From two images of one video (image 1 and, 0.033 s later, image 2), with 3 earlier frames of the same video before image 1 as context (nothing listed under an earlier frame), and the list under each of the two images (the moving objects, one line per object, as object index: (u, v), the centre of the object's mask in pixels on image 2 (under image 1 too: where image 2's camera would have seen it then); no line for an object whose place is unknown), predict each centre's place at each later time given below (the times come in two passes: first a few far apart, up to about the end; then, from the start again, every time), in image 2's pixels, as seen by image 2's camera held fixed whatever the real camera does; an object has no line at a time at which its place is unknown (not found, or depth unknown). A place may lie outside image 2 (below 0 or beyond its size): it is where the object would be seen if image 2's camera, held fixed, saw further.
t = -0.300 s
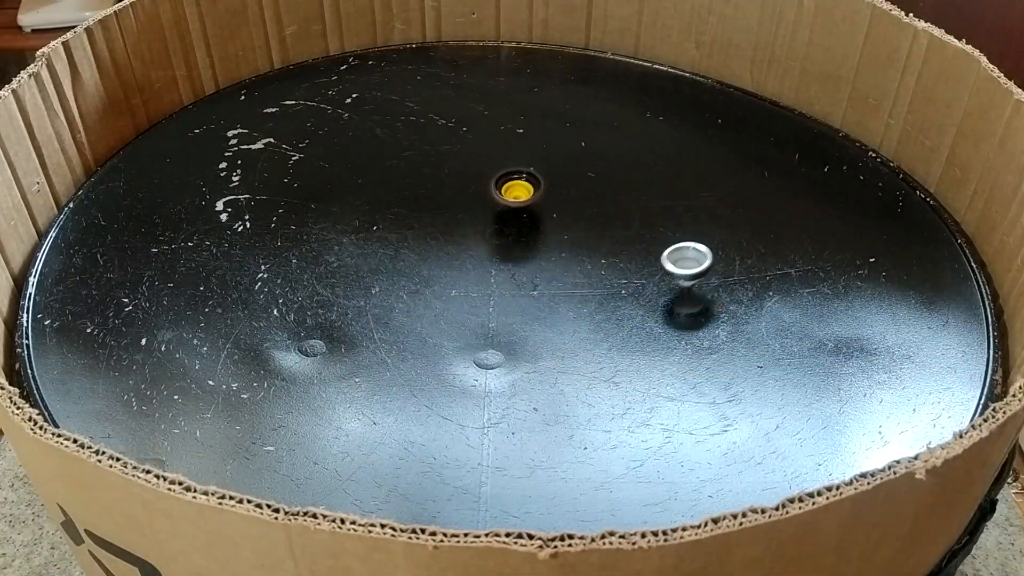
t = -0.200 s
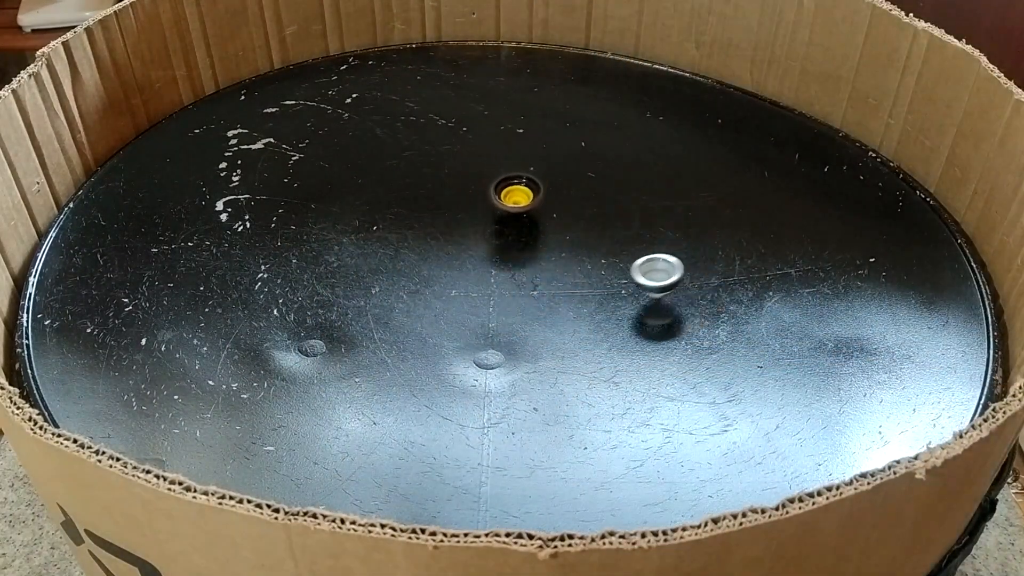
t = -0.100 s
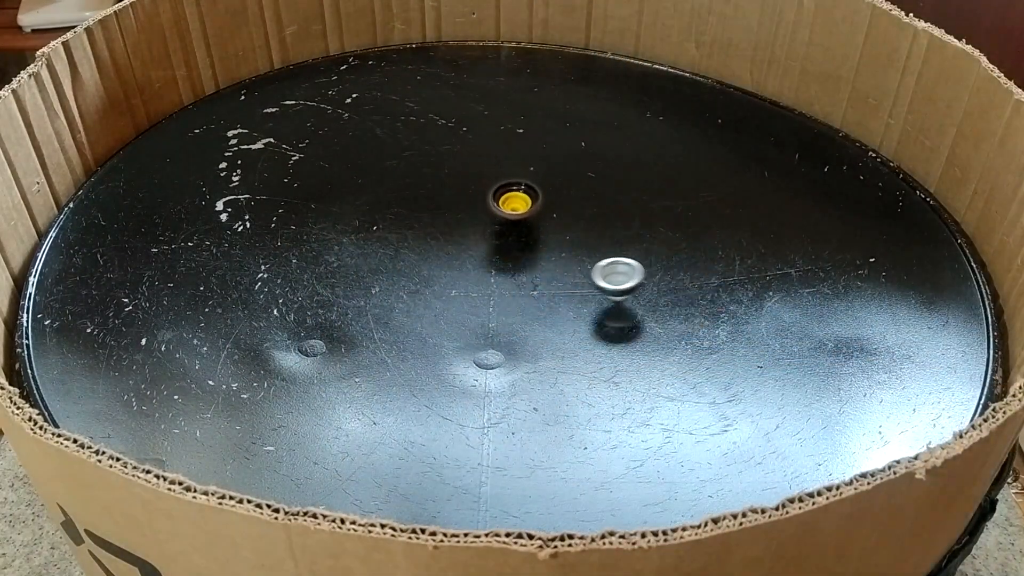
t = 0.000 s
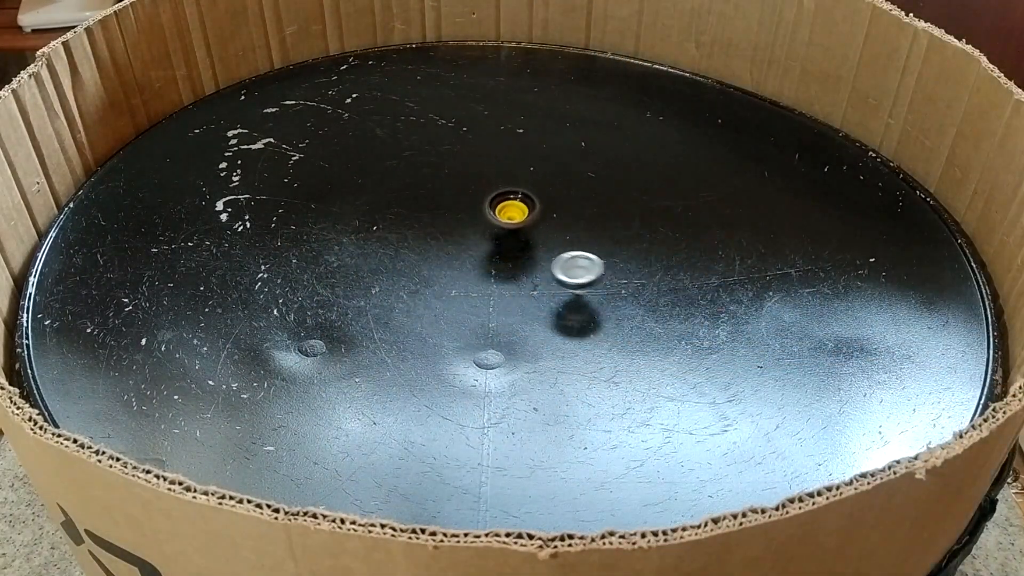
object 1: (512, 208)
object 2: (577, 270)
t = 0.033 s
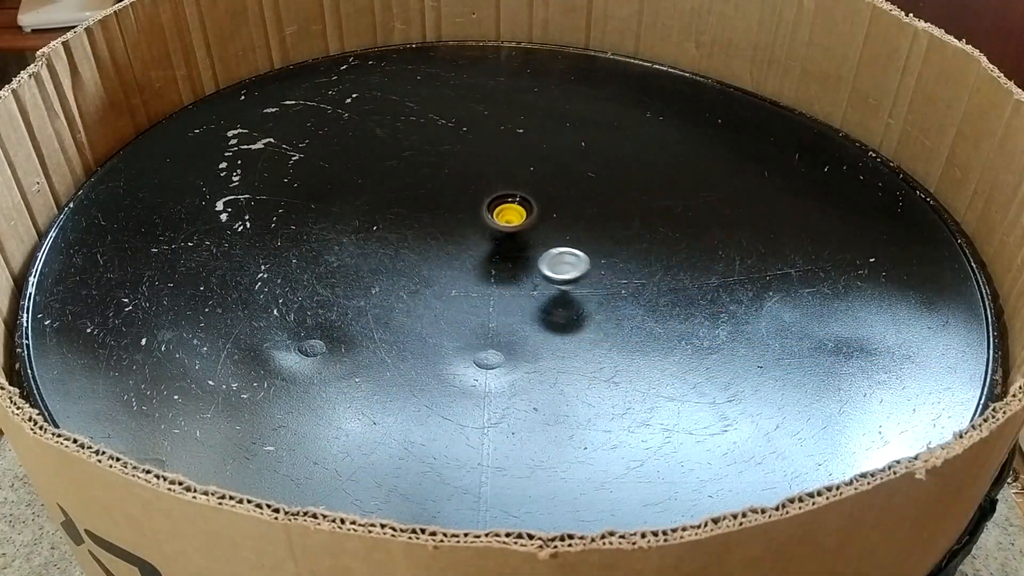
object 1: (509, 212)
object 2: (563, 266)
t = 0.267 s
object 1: (467, 197)
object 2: (533, 256)
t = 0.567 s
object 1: (450, 197)
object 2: (501, 242)
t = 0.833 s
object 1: (417, 203)
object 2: (516, 220)
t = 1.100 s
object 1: (400, 210)
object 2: (552, 242)
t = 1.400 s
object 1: (396, 225)
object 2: (521, 277)
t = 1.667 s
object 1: (398, 244)
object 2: (456, 274)
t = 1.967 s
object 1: (288, 236)
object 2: (553, 278)
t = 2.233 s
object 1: (301, 243)
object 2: (585, 310)
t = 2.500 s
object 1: (333, 256)
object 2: (544, 327)
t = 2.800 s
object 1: (371, 274)
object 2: (494, 291)
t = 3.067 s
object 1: (406, 290)
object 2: (514, 239)
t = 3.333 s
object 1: (445, 301)
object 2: (574, 211)
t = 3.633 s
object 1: (490, 306)
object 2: (627, 224)
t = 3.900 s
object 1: (527, 303)
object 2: (597, 262)
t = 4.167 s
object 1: (521, 337)
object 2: (545, 225)
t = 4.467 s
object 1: (523, 329)
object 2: (549, 185)
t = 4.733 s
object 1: (525, 311)
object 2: (566, 180)
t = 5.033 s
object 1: (526, 283)
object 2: (546, 215)
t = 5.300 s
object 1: (524, 259)
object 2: (468, 242)
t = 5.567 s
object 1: (518, 238)
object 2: (394, 240)
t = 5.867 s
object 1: (501, 222)
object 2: (366, 223)
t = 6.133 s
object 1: (491, 211)
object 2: (389, 228)
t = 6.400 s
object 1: (477, 207)
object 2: (424, 263)
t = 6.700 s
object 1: (468, 209)
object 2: (422, 308)
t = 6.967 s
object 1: (463, 217)
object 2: (397, 327)
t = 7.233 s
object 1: (457, 233)
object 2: (402, 304)
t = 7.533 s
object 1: (450, 249)
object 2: (482, 291)
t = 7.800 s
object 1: (455, 261)
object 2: (533, 302)
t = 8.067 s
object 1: (462, 274)
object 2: (556, 296)
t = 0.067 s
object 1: (507, 214)
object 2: (551, 262)
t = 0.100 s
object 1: (506, 216)
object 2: (540, 256)
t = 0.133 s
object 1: (504, 217)
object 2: (530, 250)
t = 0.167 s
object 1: (496, 212)
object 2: (530, 251)
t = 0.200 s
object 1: (484, 205)
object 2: (534, 254)
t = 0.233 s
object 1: (475, 200)
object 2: (535, 255)
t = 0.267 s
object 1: (467, 197)
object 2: (533, 256)
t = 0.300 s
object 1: (462, 195)
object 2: (530, 257)
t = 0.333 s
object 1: (458, 194)
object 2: (526, 256)
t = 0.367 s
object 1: (456, 193)
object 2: (522, 254)
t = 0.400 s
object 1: (454, 193)
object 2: (519, 253)
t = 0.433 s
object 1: (453, 194)
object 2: (514, 251)
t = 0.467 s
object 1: (453, 194)
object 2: (511, 249)
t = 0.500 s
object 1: (452, 195)
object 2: (508, 246)
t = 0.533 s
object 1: (451, 196)
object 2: (504, 244)
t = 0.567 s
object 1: (450, 197)
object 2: (501, 242)
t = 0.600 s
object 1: (449, 198)
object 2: (498, 239)
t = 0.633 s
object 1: (448, 199)
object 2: (496, 236)
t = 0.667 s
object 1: (448, 201)
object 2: (493, 231)
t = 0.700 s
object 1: (447, 202)
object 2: (490, 227)
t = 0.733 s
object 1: (444, 203)
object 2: (490, 222)
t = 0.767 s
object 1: (434, 203)
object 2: (499, 221)
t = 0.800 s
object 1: (424, 203)
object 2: (508, 220)
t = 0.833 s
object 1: (417, 203)
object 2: (516, 220)
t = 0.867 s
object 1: (411, 204)
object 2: (522, 221)
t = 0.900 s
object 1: (408, 204)
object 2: (527, 223)
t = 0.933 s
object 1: (406, 205)
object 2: (531, 226)
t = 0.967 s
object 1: (404, 206)
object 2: (536, 229)
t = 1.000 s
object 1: (403, 207)
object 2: (540, 232)
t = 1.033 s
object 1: (401, 208)
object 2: (545, 235)
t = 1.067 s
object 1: (400, 209)
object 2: (549, 239)
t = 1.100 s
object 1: (400, 210)
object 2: (552, 242)
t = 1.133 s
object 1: (399, 211)
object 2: (554, 247)
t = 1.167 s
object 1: (399, 213)
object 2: (554, 252)
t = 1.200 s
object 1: (398, 214)
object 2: (553, 256)
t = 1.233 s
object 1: (398, 215)
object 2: (550, 261)
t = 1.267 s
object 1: (397, 217)
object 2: (546, 265)
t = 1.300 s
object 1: (396, 219)
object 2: (542, 269)
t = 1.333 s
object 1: (396, 221)
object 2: (536, 272)
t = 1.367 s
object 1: (396, 223)
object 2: (530, 275)
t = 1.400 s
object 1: (396, 225)
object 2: (521, 277)
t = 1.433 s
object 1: (396, 227)
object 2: (512, 278)
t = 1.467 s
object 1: (397, 229)
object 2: (502, 280)
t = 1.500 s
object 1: (397, 231)
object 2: (492, 279)
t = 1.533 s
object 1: (397, 234)
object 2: (483, 280)
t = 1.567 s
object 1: (397, 236)
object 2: (475, 279)
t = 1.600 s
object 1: (397, 238)
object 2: (468, 278)
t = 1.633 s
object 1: (397, 241)
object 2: (462, 276)
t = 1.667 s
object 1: (398, 244)
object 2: (456, 274)
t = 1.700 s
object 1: (398, 246)
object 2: (450, 271)
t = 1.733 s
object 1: (398, 249)
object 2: (445, 268)
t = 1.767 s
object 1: (379, 246)
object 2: (463, 268)
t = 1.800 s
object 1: (352, 243)
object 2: (486, 269)
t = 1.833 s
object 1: (331, 241)
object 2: (505, 270)
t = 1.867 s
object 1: (313, 239)
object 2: (521, 272)
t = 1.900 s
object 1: (300, 238)
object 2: (533, 273)
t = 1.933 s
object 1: (292, 237)
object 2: (544, 275)
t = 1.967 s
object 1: (288, 236)
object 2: (553, 278)
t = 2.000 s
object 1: (287, 236)
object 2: (561, 282)
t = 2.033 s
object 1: (287, 236)
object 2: (568, 285)
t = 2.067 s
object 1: (288, 236)
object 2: (573, 289)
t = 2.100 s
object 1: (290, 237)
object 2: (578, 293)
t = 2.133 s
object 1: (292, 238)
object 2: (582, 297)
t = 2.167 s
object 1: (295, 240)
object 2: (584, 301)
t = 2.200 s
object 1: (298, 241)
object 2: (585, 306)
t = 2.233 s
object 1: (301, 243)
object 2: (585, 310)
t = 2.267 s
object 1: (305, 244)
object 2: (584, 313)
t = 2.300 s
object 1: (309, 246)
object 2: (581, 317)
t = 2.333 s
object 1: (313, 247)
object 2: (578, 320)
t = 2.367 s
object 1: (317, 249)
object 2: (573, 323)
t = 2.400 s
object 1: (321, 251)
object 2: (567, 325)
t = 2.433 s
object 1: (325, 252)
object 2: (560, 327)
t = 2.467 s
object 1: (329, 254)
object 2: (552, 327)
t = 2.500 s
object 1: (333, 256)
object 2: (544, 327)
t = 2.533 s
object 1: (336, 258)
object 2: (535, 325)
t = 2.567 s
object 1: (341, 259)
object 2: (527, 323)
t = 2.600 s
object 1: (345, 261)
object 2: (519, 320)
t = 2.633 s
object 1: (349, 263)
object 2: (512, 317)
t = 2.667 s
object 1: (354, 266)
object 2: (507, 312)
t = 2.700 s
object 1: (358, 268)
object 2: (503, 307)
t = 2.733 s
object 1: (362, 270)
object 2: (499, 303)
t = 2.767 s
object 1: (367, 273)
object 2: (496, 297)
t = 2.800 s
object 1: (371, 274)
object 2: (494, 291)
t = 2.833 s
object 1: (375, 276)
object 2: (492, 285)
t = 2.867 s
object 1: (379, 278)
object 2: (492, 278)
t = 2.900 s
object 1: (384, 280)
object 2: (493, 271)
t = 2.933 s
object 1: (388, 282)
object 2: (495, 264)
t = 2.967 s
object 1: (392, 284)
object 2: (498, 258)
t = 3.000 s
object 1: (396, 286)
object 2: (502, 251)
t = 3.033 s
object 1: (401, 288)
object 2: (507, 245)
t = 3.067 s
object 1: (406, 290)
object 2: (514, 239)
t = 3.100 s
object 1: (410, 291)
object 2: (520, 234)
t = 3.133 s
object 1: (416, 293)
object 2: (526, 229)
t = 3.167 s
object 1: (420, 295)
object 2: (533, 225)
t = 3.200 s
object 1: (425, 296)
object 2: (541, 221)
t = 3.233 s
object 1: (430, 298)
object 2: (549, 218)
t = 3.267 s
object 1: (435, 299)
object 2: (557, 215)
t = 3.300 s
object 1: (440, 300)
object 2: (566, 213)
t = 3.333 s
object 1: (445, 301)
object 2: (574, 211)
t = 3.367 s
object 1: (450, 302)
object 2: (583, 211)
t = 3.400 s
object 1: (455, 303)
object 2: (591, 210)
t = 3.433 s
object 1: (460, 304)
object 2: (598, 211)
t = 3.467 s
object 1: (465, 304)
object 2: (605, 212)
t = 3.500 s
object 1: (470, 305)
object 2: (611, 213)
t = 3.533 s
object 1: (476, 305)
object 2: (616, 215)
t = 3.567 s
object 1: (481, 306)
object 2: (621, 218)
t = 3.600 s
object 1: (485, 306)
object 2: (624, 220)
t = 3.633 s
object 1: (490, 306)
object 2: (627, 224)
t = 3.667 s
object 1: (495, 306)
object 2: (629, 229)
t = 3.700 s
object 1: (500, 306)
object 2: (629, 234)
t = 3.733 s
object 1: (505, 306)
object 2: (627, 239)
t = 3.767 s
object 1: (509, 306)
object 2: (624, 244)
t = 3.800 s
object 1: (513, 305)
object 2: (620, 249)
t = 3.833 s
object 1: (518, 305)
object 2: (614, 253)
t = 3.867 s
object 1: (523, 304)
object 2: (606, 258)
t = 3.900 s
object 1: (527, 303)
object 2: (597, 262)
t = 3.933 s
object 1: (532, 302)
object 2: (587, 266)
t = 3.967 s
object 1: (536, 300)
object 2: (575, 269)
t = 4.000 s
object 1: (537, 305)
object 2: (566, 261)
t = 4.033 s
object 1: (533, 316)
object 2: (561, 253)
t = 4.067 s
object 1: (529, 324)
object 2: (556, 245)
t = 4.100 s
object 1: (526, 331)
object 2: (551, 238)
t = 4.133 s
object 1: (523, 335)
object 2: (548, 231)
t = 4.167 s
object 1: (521, 337)
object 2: (545, 225)
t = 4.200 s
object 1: (521, 337)
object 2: (543, 219)
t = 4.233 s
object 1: (521, 337)
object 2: (542, 214)
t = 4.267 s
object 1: (521, 336)
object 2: (542, 208)
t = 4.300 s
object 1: (521, 335)
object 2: (542, 203)
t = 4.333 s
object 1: (522, 334)
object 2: (543, 199)
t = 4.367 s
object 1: (522, 333)
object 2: (544, 195)
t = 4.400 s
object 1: (522, 331)
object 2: (546, 191)
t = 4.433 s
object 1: (523, 330)
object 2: (547, 187)
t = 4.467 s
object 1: (523, 329)
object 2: (549, 185)
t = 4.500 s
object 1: (523, 327)
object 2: (551, 182)
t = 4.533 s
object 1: (523, 325)
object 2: (553, 181)
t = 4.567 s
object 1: (524, 323)
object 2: (555, 179)
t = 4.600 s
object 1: (524, 321)
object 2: (557, 178)
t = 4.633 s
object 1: (524, 318)
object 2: (559, 178)
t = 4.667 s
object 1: (525, 316)
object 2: (561, 178)
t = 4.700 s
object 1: (525, 313)
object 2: (564, 178)
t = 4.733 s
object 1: (525, 311)
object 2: (566, 180)
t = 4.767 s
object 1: (525, 308)
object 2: (567, 182)
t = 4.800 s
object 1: (526, 304)
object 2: (568, 185)
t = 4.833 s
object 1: (526, 302)
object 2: (568, 188)
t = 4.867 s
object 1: (526, 298)
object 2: (567, 192)
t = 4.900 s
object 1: (526, 295)
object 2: (565, 197)
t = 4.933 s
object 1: (526, 292)
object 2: (561, 201)
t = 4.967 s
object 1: (526, 289)
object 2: (557, 205)
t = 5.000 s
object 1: (526, 285)
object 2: (552, 210)
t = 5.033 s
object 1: (526, 283)
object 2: (546, 215)
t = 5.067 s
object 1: (526, 279)
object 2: (539, 219)
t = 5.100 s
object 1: (525, 277)
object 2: (531, 223)
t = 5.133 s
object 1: (525, 274)
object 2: (523, 227)
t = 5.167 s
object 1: (523, 272)
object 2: (513, 230)
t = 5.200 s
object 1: (523, 268)
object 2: (501, 234)
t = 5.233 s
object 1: (523, 265)
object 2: (490, 237)
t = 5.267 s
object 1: (524, 262)
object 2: (479, 240)
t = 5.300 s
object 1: (524, 259)
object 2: (468, 242)
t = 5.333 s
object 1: (523, 256)
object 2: (457, 243)
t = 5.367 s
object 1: (522, 253)
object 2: (446, 243)
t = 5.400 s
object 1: (522, 251)
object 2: (436, 244)
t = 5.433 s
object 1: (521, 248)
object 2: (426, 244)
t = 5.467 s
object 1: (520, 245)
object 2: (418, 243)
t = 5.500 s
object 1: (519, 243)
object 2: (409, 242)
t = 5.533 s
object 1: (519, 240)
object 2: (401, 241)
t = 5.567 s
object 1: (518, 238)
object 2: (394, 240)
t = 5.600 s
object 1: (517, 235)
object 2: (388, 238)
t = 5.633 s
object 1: (515, 233)
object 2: (382, 236)
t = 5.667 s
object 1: (514, 232)
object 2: (377, 233)
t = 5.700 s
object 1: (512, 230)
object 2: (373, 231)
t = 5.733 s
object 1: (510, 228)
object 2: (370, 229)
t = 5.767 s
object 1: (508, 226)
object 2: (369, 227)
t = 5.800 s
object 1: (506, 225)
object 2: (367, 225)
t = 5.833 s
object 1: (504, 223)
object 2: (367, 224)
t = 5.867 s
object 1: (501, 222)
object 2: (366, 223)
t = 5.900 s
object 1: (500, 220)
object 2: (366, 223)
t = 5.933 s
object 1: (499, 219)
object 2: (366, 223)
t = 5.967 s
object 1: (498, 217)
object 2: (367, 224)
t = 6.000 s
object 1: (497, 216)
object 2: (370, 224)
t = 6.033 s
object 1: (496, 215)
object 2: (374, 224)
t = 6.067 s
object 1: (495, 213)
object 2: (378, 225)
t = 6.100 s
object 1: (493, 212)
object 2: (384, 227)
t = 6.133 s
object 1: (491, 211)
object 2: (389, 228)
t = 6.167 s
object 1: (489, 210)
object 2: (395, 231)
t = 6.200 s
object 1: (486, 210)
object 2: (401, 234)
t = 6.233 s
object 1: (483, 209)
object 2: (406, 238)
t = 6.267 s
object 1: (481, 209)
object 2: (410, 242)
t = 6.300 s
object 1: (480, 209)
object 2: (414, 247)
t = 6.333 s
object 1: (478, 208)
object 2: (418, 252)
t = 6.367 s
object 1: (477, 208)
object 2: (421, 257)
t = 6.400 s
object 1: (477, 207)
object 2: (424, 263)
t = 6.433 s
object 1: (476, 207)
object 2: (426, 268)
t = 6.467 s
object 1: (476, 207)
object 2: (428, 273)
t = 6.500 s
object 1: (475, 207)
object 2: (429, 278)
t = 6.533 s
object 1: (474, 206)
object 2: (429, 283)
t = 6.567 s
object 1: (473, 206)
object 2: (428, 288)
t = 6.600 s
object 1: (472, 207)
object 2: (428, 293)
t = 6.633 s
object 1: (471, 207)
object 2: (427, 298)
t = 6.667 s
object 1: (470, 208)
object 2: (425, 303)
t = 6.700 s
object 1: (468, 209)
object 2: (422, 308)
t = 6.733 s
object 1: (468, 209)
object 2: (419, 313)
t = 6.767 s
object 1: (467, 210)
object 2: (416, 317)
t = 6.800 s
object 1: (466, 211)
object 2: (412, 320)
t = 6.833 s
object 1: (466, 212)
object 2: (409, 322)
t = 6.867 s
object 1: (465, 213)
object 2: (406, 324)
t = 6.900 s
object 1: (464, 214)
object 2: (402, 325)
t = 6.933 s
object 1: (464, 216)
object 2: (400, 326)
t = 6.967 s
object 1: (463, 217)
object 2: (397, 327)
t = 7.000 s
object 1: (462, 219)
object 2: (393, 326)
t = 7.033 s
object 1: (461, 221)
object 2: (390, 324)
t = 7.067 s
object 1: (460, 223)
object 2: (388, 321)
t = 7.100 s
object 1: (459, 224)
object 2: (388, 318)
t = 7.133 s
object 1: (459, 227)
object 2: (390, 315)
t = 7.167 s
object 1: (458, 229)
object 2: (392, 311)
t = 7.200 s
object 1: (457, 231)
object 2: (397, 308)
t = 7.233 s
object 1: (457, 233)
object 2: (402, 304)
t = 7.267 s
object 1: (456, 235)
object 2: (409, 301)
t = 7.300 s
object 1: (455, 238)
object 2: (415, 298)
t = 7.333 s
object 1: (455, 240)
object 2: (423, 295)
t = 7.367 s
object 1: (455, 243)
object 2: (432, 293)
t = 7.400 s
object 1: (454, 246)
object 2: (441, 290)
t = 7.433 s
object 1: (454, 248)
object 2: (449, 289)
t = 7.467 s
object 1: (454, 249)
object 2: (458, 287)
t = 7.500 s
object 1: (452, 250)
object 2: (470, 289)
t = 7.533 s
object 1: (450, 249)
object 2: (482, 291)
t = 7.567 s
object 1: (450, 250)
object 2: (492, 293)
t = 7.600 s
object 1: (451, 251)
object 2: (501, 295)
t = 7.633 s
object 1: (452, 253)
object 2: (510, 297)
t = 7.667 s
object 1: (452, 254)
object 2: (517, 299)
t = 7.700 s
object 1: (453, 256)
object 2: (522, 300)
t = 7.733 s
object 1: (453, 258)
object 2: (526, 301)
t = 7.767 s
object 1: (454, 260)
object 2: (530, 302)
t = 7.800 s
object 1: (455, 261)
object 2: (533, 302)
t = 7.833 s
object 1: (455, 263)
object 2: (536, 302)
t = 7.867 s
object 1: (456, 265)
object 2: (538, 302)
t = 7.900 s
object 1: (457, 266)
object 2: (541, 301)
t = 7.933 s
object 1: (458, 268)
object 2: (544, 300)
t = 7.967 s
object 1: (458, 269)
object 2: (547, 299)
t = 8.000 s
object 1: (459, 271)
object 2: (551, 298)
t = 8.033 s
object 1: (461, 272)
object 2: (553, 297)
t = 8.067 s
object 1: (462, 274)
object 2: (556, 296)
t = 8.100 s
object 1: (463, 275)
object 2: (559, 295)
